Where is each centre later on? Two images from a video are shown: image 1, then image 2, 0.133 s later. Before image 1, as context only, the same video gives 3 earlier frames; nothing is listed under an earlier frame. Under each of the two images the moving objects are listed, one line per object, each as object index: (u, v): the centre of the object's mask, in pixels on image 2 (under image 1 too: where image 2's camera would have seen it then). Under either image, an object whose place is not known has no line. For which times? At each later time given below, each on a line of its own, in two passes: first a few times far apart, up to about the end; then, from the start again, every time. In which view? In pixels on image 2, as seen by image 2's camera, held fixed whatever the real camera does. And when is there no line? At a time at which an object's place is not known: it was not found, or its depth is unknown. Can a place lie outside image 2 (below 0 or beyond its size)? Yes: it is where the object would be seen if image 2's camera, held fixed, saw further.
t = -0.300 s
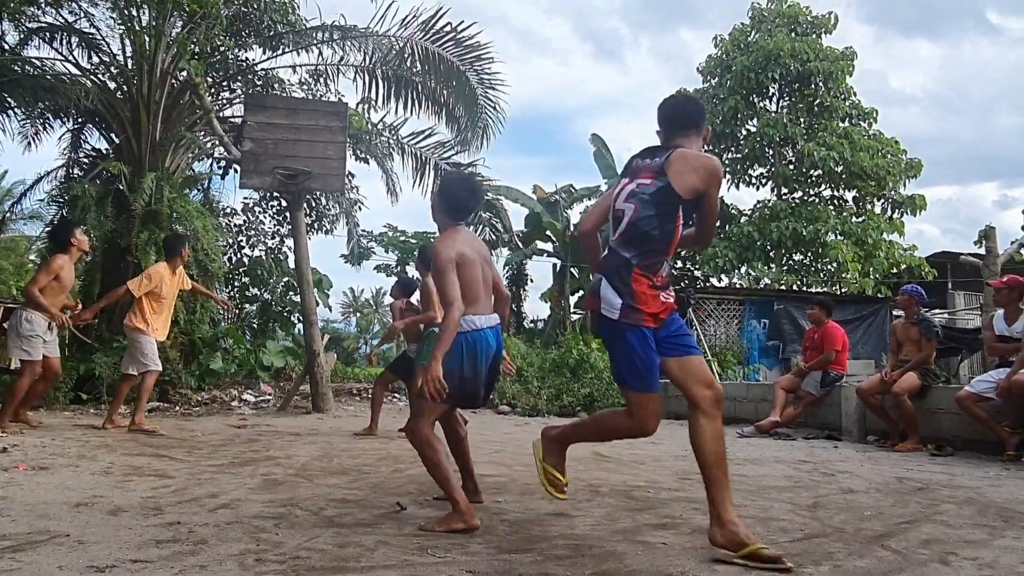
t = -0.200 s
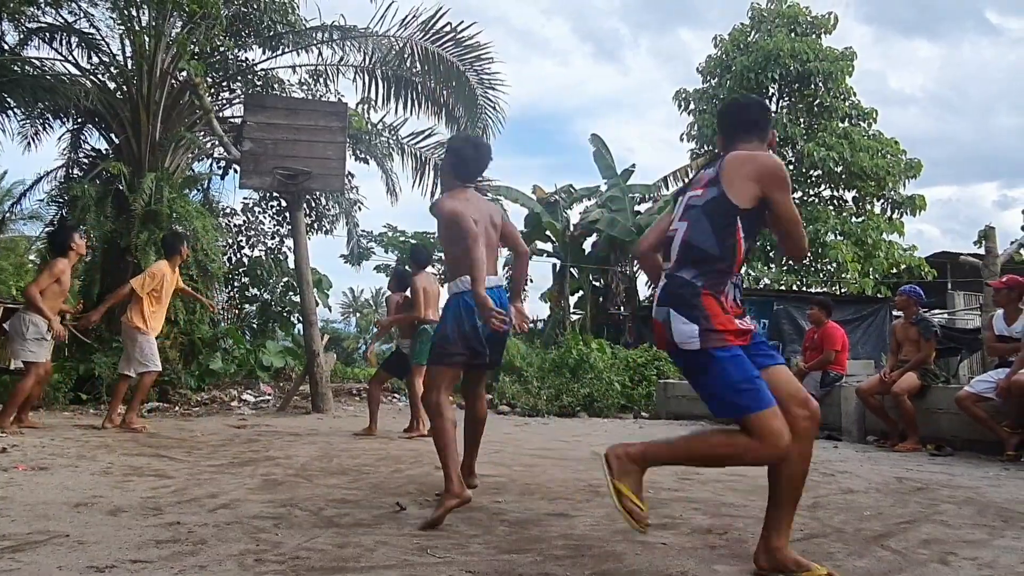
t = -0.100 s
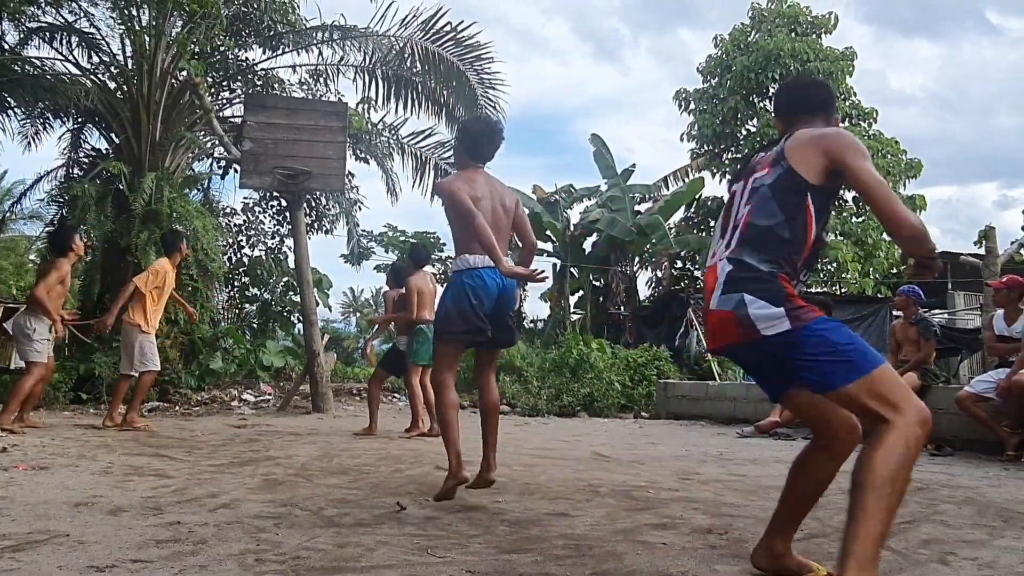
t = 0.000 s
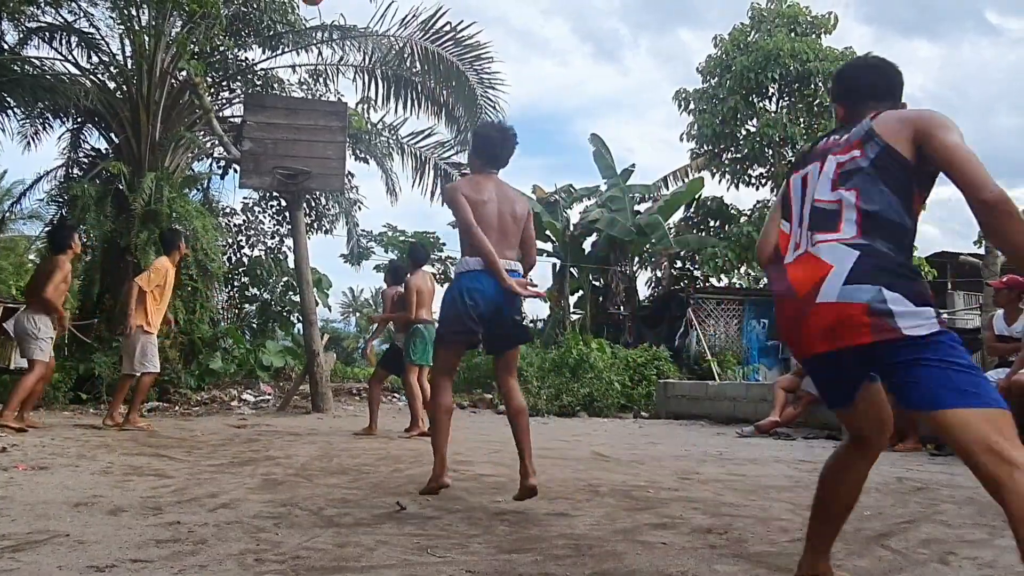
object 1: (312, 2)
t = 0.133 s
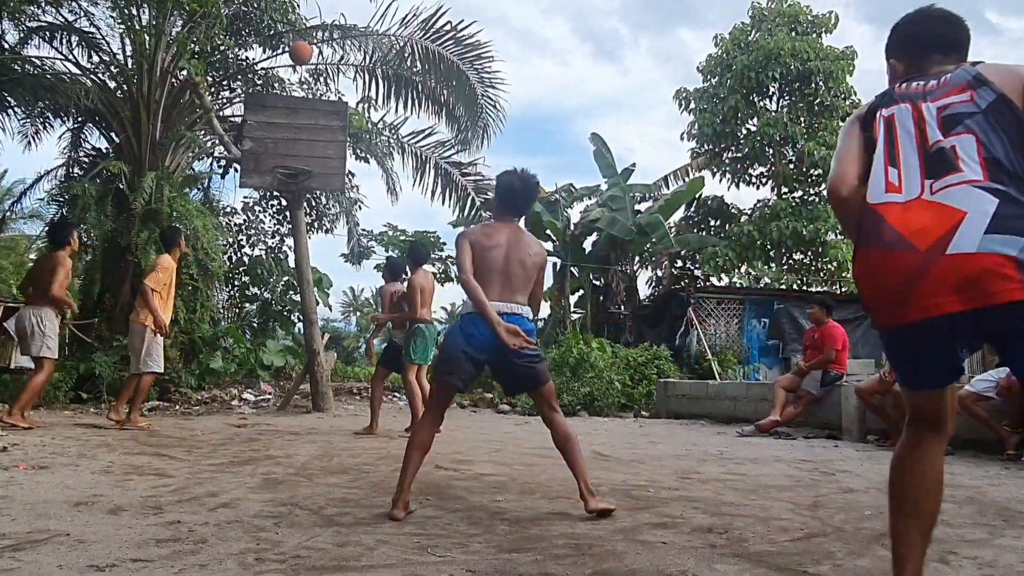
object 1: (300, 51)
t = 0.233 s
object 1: (292, 105)
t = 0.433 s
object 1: (296, 163)
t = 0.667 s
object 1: (322, 156)
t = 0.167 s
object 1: (297, 70)
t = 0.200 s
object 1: (295, 87)
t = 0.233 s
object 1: (292, 105)
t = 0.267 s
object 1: (289, 124)
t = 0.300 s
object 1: (287, 143)
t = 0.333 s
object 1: (284, 159)
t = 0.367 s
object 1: (287, 164)
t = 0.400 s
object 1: (289, 167)
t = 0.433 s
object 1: (296, 163)
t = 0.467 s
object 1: (303, 160)
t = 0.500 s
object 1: (308, 159)
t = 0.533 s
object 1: (310, 157)
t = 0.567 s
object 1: (314, 155)
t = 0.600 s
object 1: (316, 155)
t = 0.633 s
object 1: (319, 155)
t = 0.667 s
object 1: (322, 156)
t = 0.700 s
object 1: (325, 158)
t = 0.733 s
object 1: (329, 162)
